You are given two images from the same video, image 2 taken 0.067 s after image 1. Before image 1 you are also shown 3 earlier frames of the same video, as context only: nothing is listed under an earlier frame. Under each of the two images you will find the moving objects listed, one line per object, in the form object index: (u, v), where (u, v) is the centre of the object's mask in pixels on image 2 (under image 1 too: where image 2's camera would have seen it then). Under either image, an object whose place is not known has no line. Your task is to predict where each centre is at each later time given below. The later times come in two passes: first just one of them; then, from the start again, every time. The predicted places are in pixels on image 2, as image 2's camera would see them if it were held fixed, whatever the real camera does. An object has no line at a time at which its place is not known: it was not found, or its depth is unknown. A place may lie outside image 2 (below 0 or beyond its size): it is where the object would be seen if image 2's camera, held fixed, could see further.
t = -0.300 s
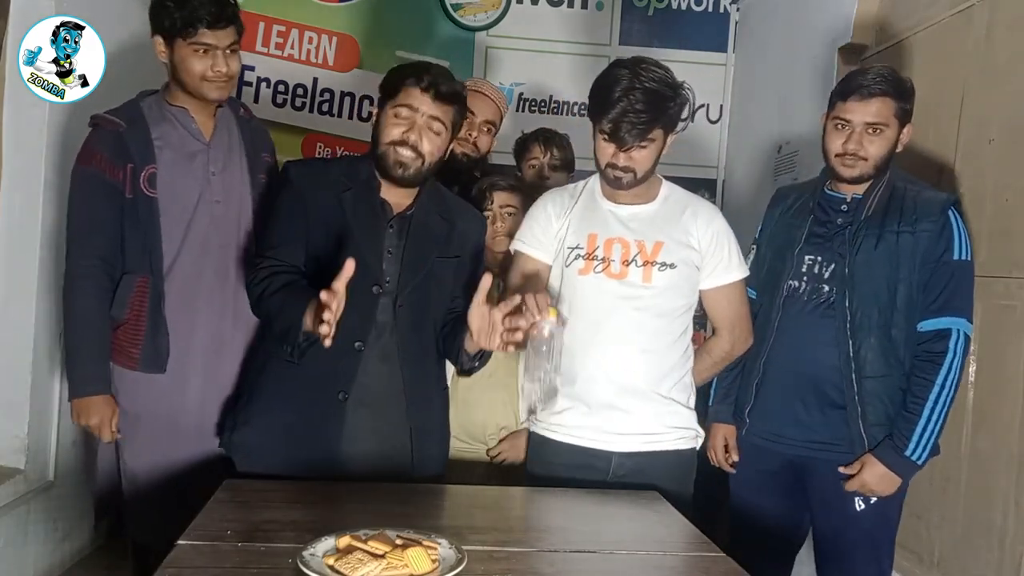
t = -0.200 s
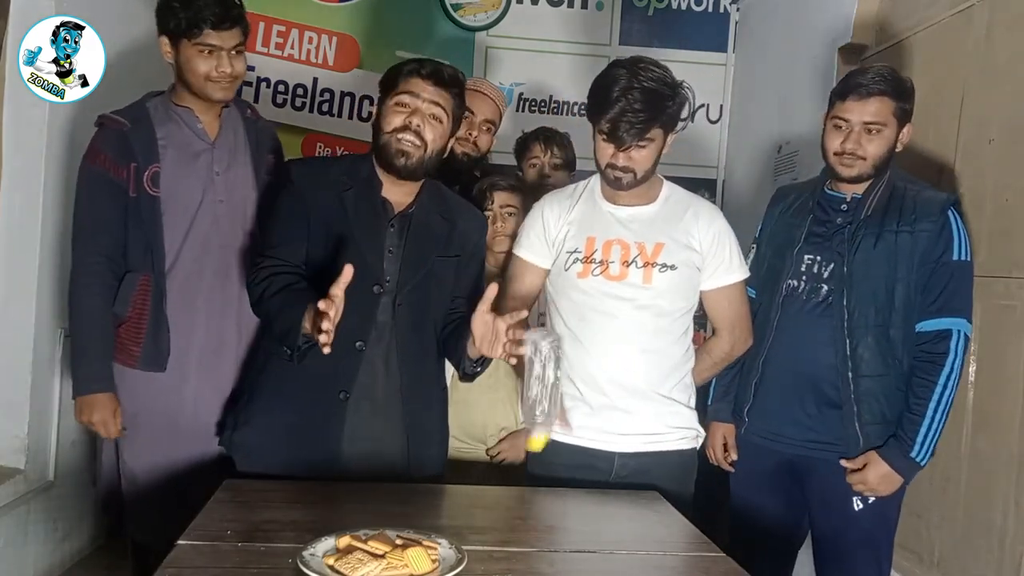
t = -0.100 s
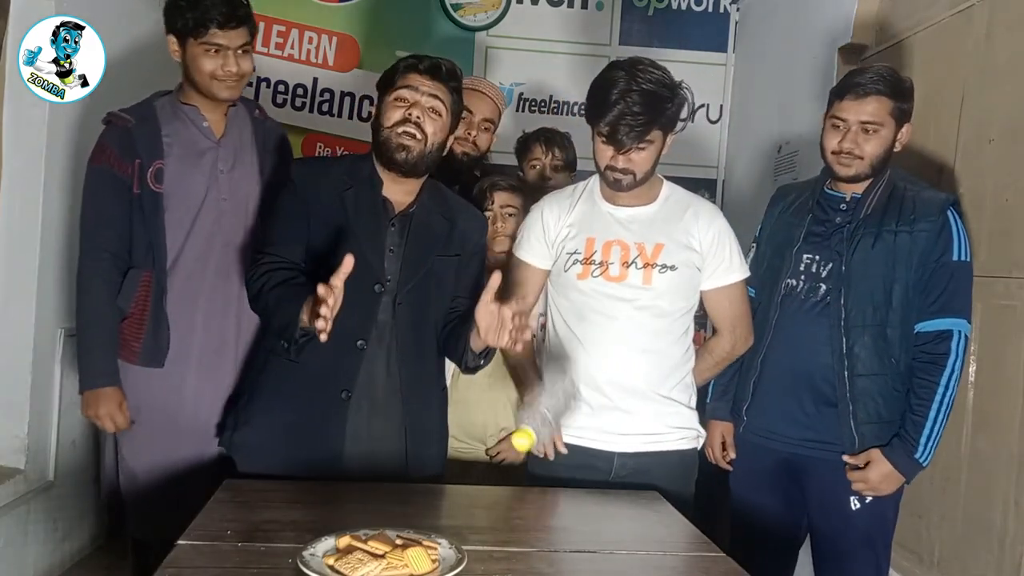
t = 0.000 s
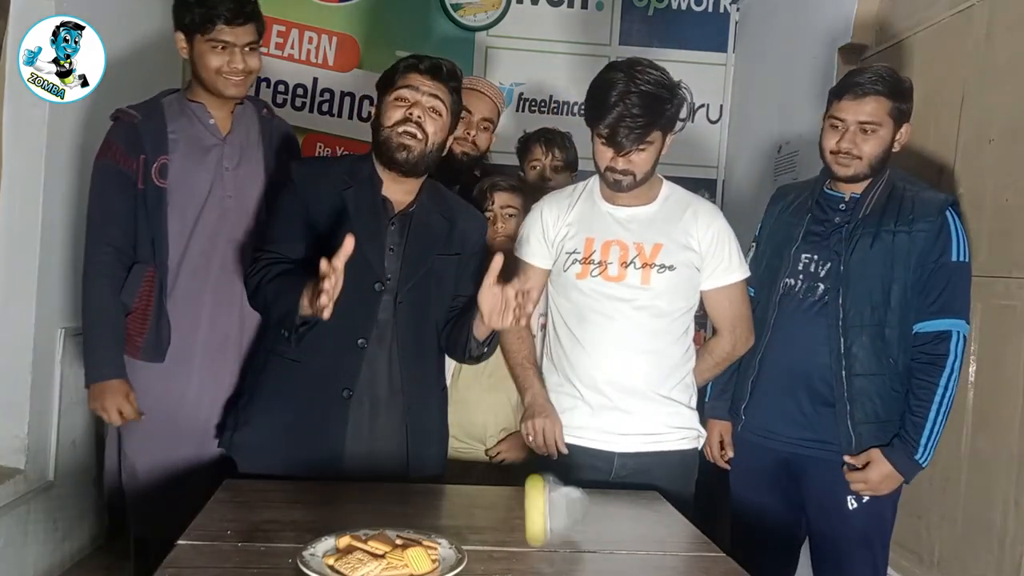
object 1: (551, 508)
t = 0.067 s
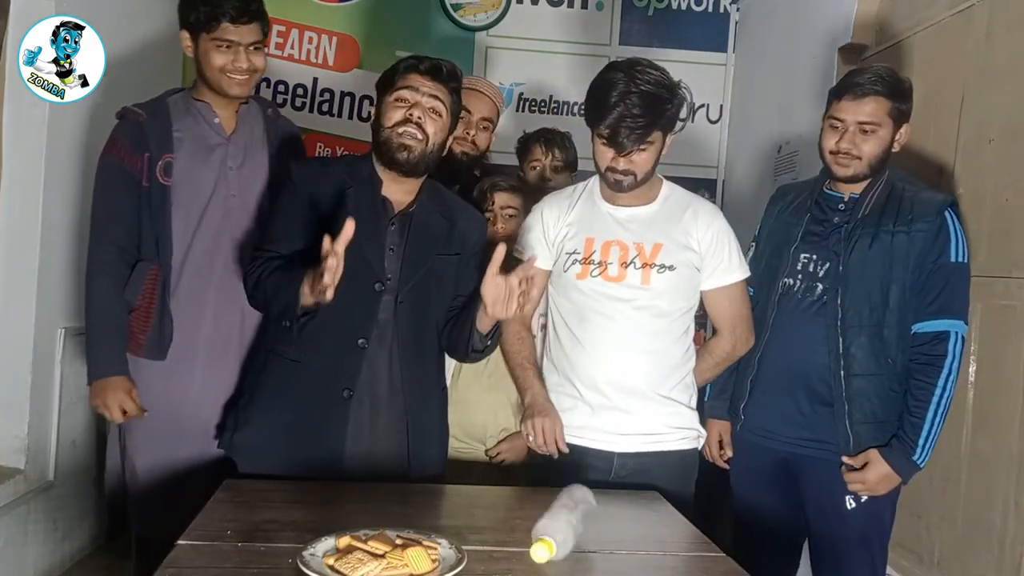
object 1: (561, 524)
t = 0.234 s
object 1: (577, 543)
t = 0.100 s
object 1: (565, 532)
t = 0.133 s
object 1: (569, 535)
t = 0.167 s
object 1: (571, 538)
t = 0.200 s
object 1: (574, 541)
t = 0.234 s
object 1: (577, 543)
